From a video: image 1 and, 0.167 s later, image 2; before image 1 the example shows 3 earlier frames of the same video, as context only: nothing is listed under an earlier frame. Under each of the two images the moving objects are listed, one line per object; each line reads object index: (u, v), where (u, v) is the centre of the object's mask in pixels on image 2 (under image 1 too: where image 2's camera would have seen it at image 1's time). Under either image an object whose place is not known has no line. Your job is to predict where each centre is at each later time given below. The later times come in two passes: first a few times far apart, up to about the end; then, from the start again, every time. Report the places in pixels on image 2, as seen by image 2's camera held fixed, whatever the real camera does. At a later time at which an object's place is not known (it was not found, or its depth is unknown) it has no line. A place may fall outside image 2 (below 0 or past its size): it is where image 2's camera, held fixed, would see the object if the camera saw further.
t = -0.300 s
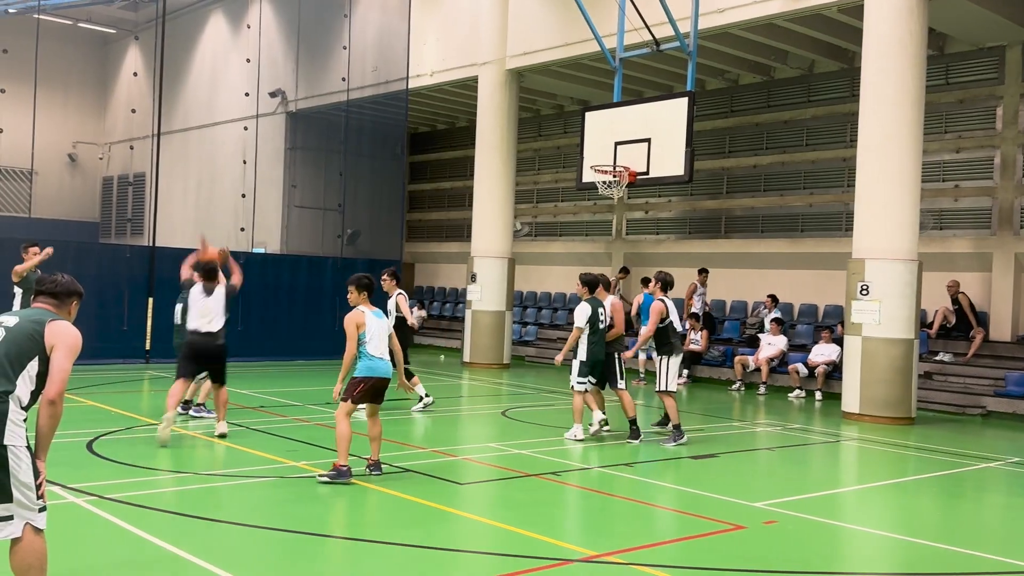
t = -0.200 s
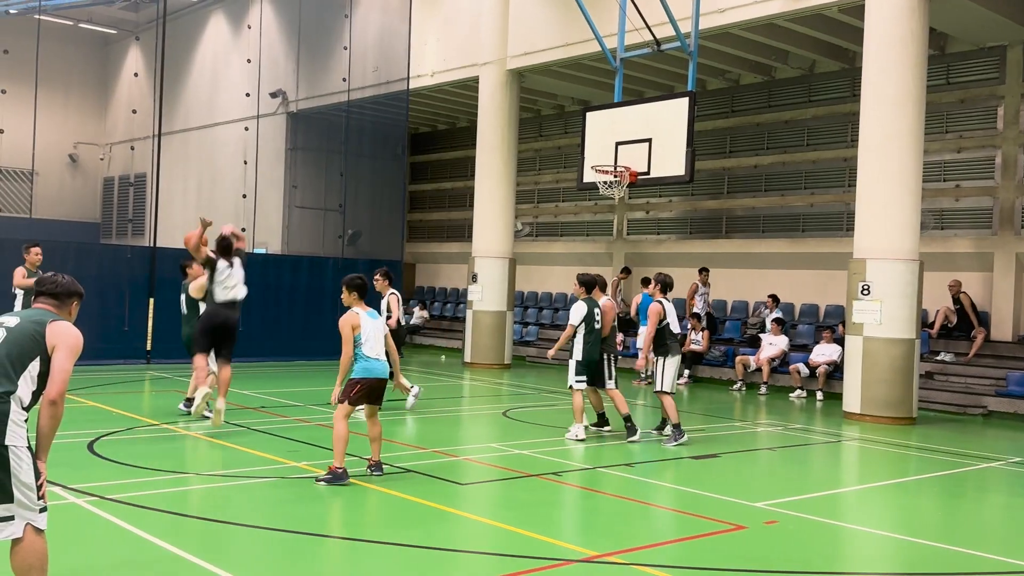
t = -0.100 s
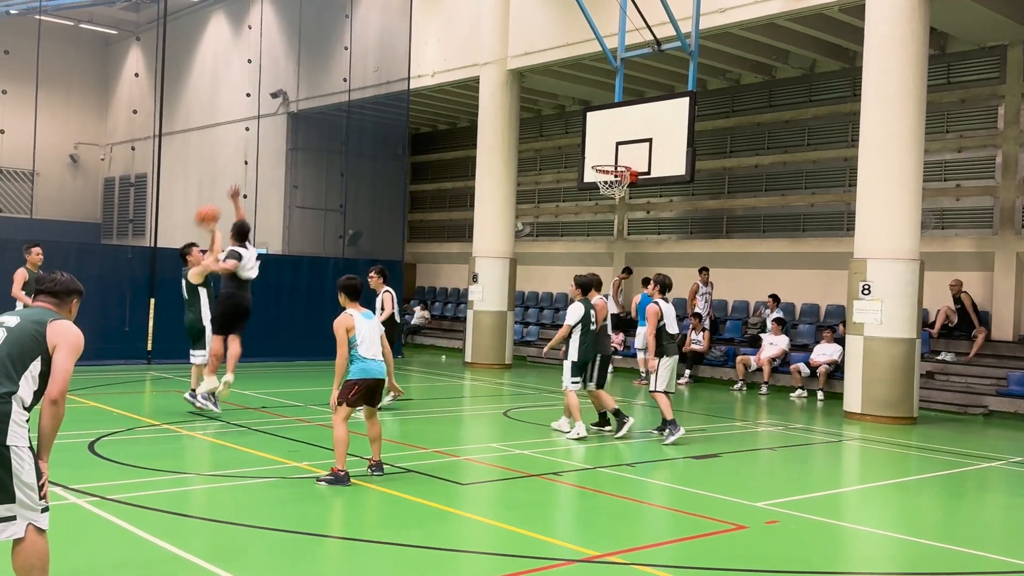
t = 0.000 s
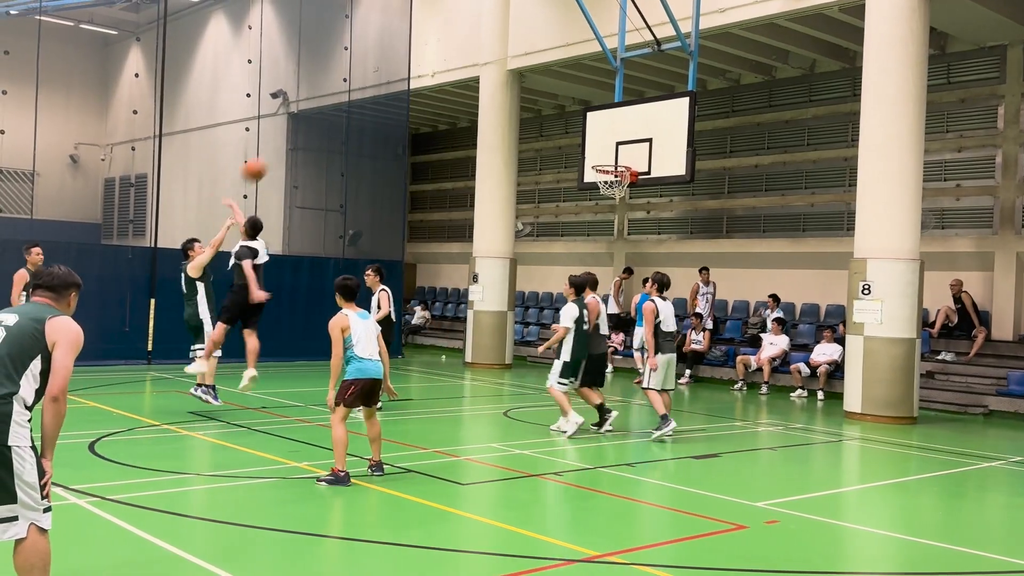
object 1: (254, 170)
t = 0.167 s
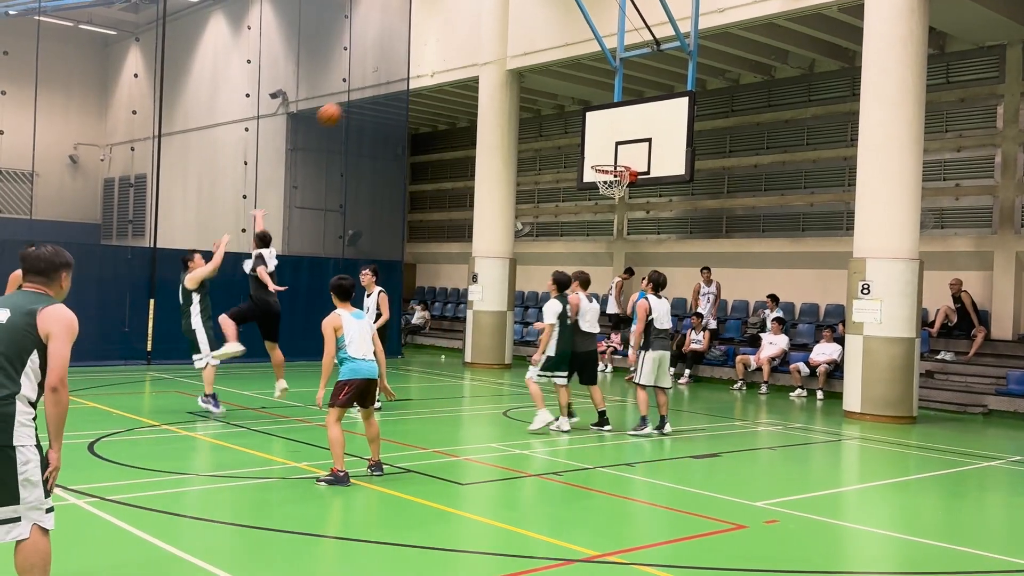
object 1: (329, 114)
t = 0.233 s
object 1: (358, 99)
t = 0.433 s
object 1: (441, 80)
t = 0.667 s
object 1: (530, 97)
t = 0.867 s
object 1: (600, 146)
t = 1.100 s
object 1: (613, 123)
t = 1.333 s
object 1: (606, 106)
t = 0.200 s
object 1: (345, 106)
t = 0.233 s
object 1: (358, 99)
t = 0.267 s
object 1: (373, 93)
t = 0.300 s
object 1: (387, 88)
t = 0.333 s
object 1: (400, 85)
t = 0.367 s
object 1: (413, 83)
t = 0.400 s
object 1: (428, 81)
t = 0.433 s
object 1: (441, 80)
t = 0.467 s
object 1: (454, 80)
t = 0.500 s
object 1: (468, 79)
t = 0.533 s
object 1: (479, 83)
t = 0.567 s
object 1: (492, 85)
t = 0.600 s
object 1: (505, 88)
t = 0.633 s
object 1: (517, 92)
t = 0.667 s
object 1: (530, 97)
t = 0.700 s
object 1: (541, 103)
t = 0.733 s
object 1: (554, 110)
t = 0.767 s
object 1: (565, 118)
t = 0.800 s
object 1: (576, 126)
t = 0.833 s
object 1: (588, 135)
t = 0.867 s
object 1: (600, 146)
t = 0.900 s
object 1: (611, 156)
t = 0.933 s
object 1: (617, 159)
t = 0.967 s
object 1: (616, 151)
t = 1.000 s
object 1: (615, 143)
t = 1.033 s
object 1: (615, 136)
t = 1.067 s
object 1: (614, 129)
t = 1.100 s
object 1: (613, 123)
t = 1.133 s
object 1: (612, 118)
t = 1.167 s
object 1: (611, 114)
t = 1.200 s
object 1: (610, 110)
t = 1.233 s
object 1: (609, 108)
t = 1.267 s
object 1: (608, 106)
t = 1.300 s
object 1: (607, 106)
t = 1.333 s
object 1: (606, 106)
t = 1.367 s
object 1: (604, 108)
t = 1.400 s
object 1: (603, 110)
